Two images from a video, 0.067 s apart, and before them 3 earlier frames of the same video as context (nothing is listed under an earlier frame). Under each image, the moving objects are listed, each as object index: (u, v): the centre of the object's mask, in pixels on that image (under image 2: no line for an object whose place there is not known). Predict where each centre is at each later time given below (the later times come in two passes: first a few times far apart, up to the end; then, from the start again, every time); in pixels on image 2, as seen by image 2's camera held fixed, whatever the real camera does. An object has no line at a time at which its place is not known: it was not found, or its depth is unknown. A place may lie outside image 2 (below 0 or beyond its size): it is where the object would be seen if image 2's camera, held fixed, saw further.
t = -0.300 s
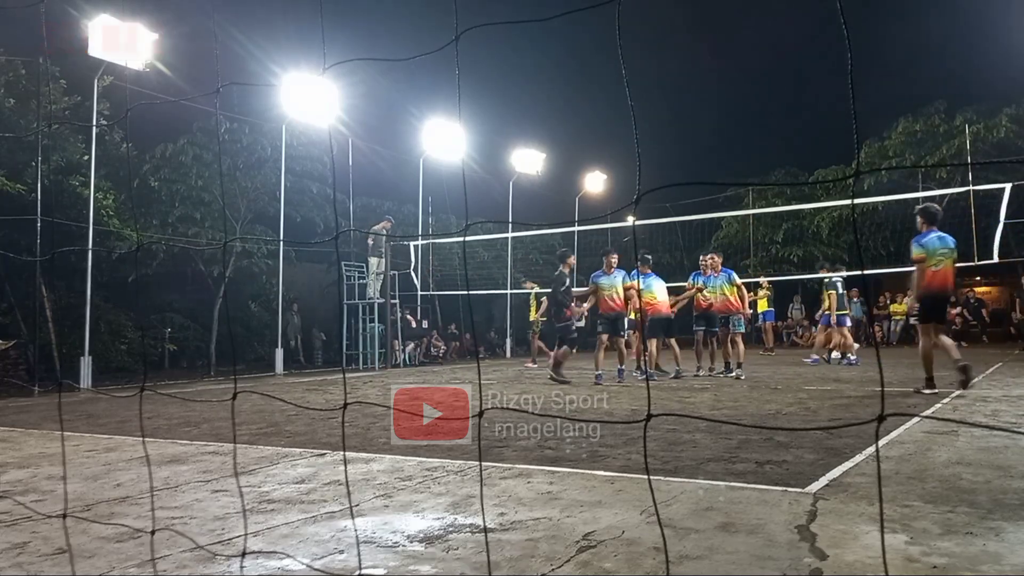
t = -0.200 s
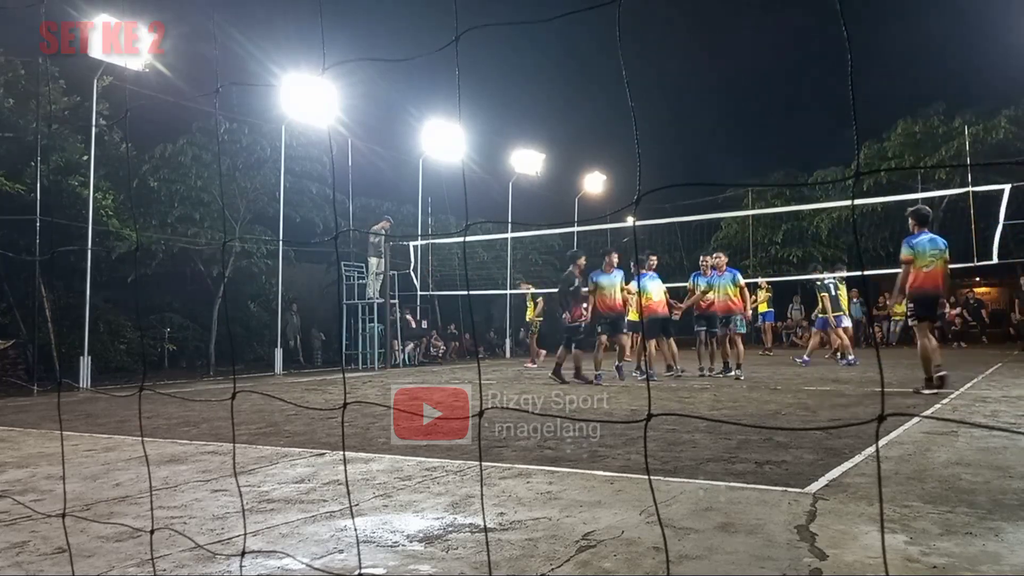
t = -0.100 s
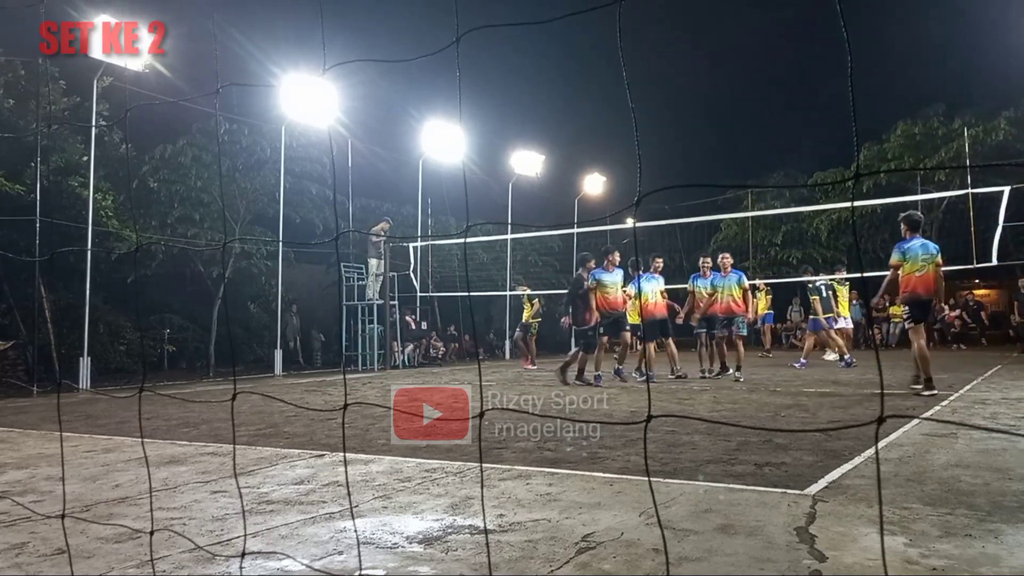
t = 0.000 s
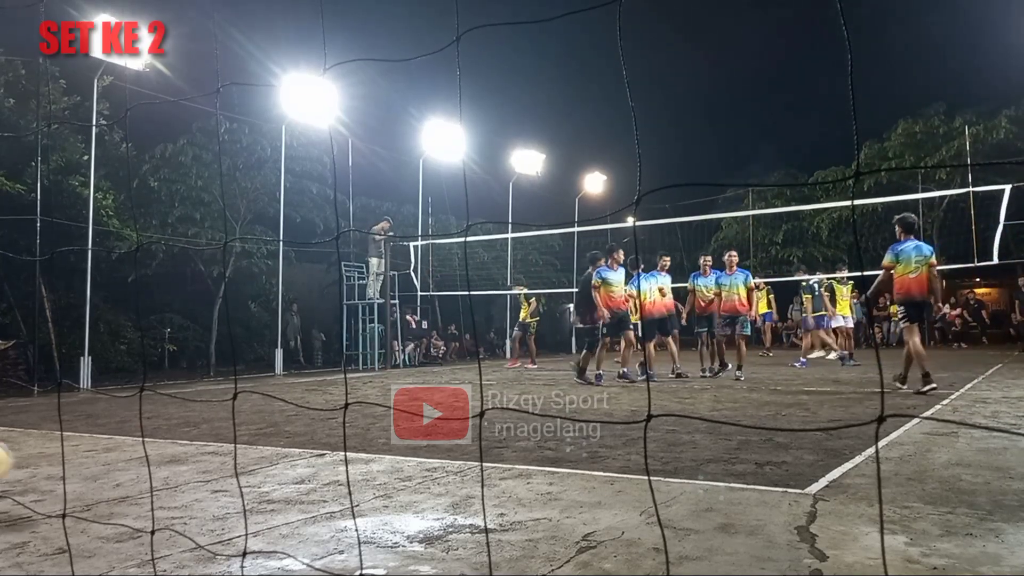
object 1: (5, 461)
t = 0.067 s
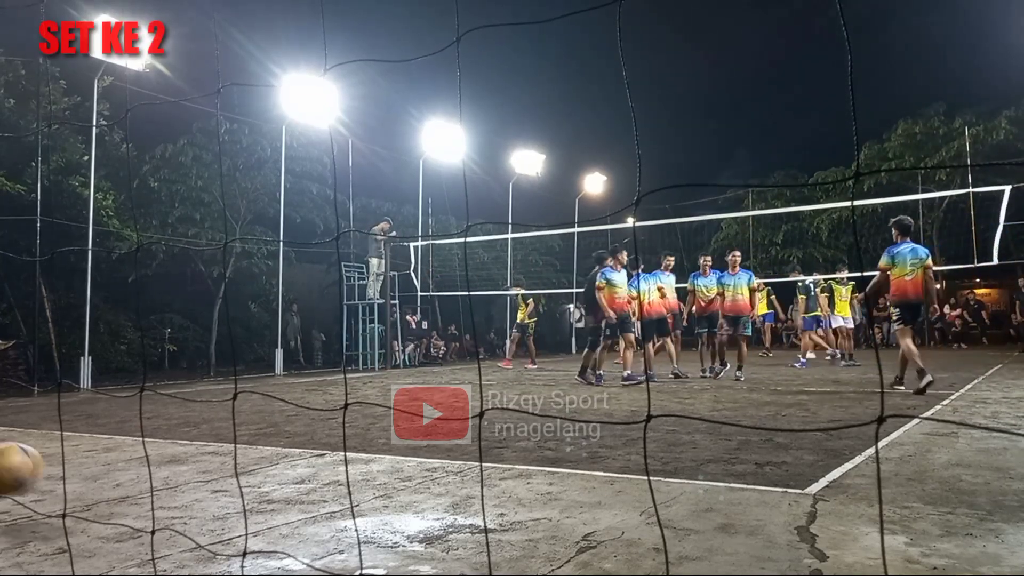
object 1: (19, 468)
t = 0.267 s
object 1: (108, 491)
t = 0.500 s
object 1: (261, 519)
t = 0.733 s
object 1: (475, 552)
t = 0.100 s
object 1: (26, 473)
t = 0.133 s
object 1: (40, 485)
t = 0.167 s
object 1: (54, 497)
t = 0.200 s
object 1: (72, 497)
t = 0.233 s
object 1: (90, 493)
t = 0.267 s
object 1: (108, 491)
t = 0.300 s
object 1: (127, 492)
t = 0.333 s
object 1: (147, 496)
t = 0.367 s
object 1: (166, 504)
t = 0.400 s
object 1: (188, 514)
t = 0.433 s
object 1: (212, 532)
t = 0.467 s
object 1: (236, 524)
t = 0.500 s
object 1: (261, 519)
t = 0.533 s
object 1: (287, 520)
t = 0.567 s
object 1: (313, 523)
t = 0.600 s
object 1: (339, 529)
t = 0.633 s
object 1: (371, 540)
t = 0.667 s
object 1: (410, 551)
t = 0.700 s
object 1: (439, 555)
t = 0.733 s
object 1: (475, 552)
